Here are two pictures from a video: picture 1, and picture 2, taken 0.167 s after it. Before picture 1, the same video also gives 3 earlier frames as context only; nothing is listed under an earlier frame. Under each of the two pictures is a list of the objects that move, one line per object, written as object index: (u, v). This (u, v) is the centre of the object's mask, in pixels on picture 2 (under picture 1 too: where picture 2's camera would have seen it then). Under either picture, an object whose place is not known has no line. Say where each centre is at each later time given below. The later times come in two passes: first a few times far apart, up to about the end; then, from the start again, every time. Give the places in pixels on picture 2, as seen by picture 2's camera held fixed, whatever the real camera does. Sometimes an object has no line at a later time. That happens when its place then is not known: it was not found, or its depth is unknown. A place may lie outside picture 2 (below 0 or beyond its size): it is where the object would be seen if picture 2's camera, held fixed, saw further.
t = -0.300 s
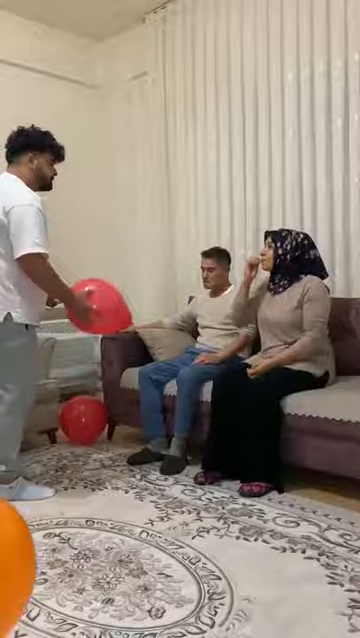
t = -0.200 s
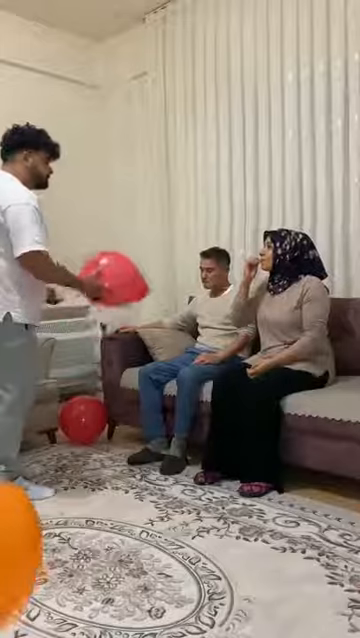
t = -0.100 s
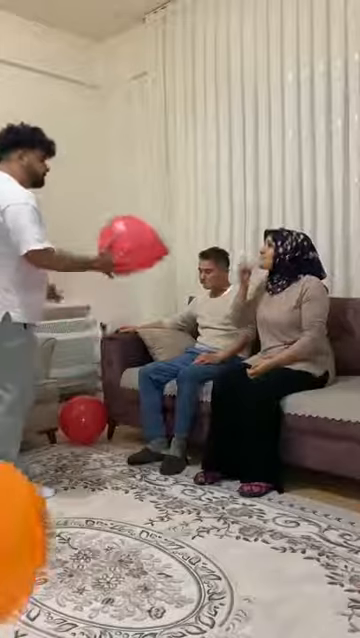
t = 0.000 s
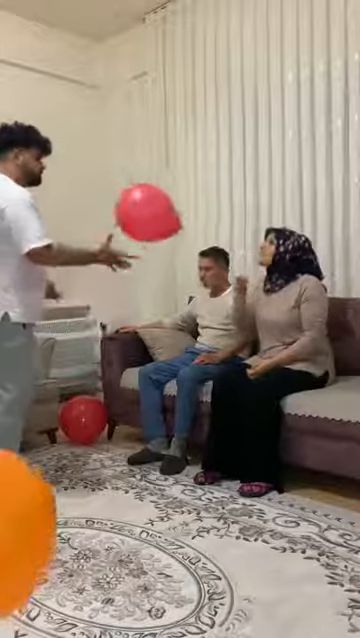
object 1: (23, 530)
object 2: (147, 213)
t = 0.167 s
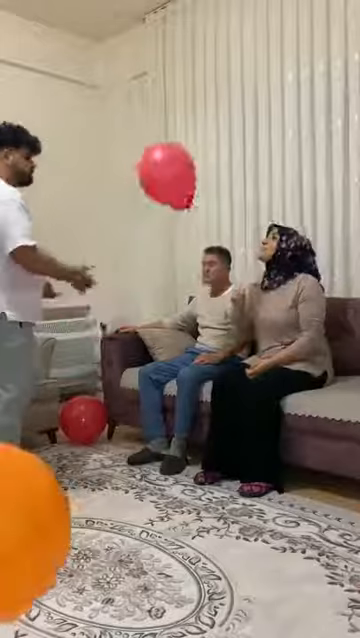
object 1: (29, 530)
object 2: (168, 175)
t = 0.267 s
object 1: (32, 538)
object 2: (178, 160)
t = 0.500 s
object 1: (44, 564)
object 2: (193, 139)
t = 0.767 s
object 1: (54, 604)
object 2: (207, 136)
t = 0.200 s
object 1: (30, 531)
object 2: (171, 169)
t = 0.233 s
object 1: (30, 534)
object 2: (175, 164)
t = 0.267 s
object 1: (32, 538)
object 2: (178, 160)
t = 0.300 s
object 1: (33, 542)
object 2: (180, 155)
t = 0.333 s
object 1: (35, 545)
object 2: (183, 151)
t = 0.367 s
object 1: (37, 549)
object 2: (185, 148)
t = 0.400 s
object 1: (38, 553)
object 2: (187, 146)
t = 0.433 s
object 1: (40, 557)
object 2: (189, 143)
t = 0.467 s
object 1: (42, 560)
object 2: (191, 141)
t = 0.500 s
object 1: (44, 564)
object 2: (193, 139)
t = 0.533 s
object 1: (45, 569)
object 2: (194, 137)
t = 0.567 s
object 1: (47, 573)
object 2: (197, 136)
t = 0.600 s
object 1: (49, 577)
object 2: (199, 135)
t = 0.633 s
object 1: (50, 583)
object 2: (200, 134)
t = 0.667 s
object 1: (51, 588)
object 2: (202, 135)
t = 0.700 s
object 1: (51, 593)
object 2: (203, 135)
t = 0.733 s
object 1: (52, 600)
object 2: (206, 136)
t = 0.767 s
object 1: (54, 604)
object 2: (207, 136)
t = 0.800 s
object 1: (53, 610)
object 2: (209, 137)
